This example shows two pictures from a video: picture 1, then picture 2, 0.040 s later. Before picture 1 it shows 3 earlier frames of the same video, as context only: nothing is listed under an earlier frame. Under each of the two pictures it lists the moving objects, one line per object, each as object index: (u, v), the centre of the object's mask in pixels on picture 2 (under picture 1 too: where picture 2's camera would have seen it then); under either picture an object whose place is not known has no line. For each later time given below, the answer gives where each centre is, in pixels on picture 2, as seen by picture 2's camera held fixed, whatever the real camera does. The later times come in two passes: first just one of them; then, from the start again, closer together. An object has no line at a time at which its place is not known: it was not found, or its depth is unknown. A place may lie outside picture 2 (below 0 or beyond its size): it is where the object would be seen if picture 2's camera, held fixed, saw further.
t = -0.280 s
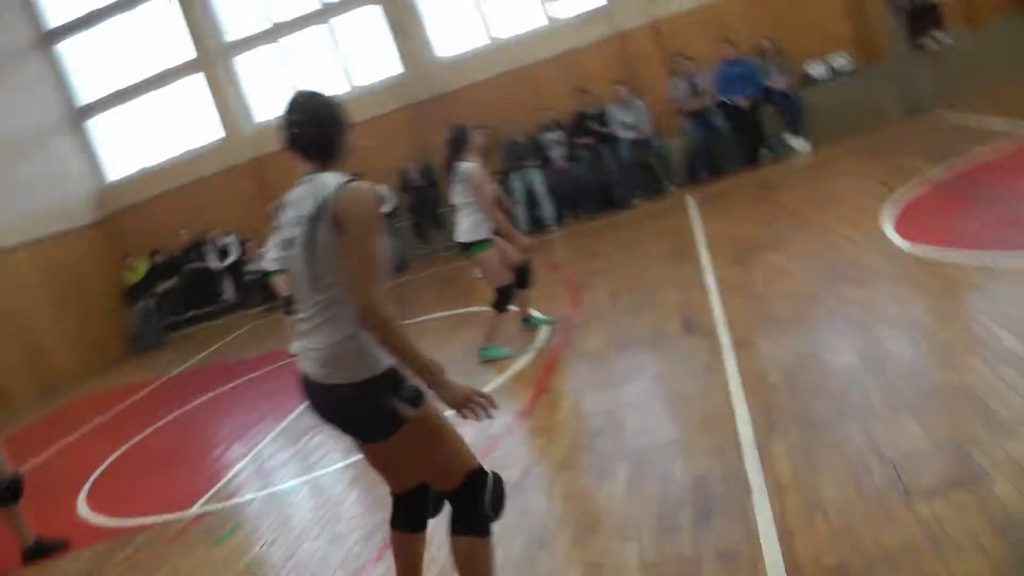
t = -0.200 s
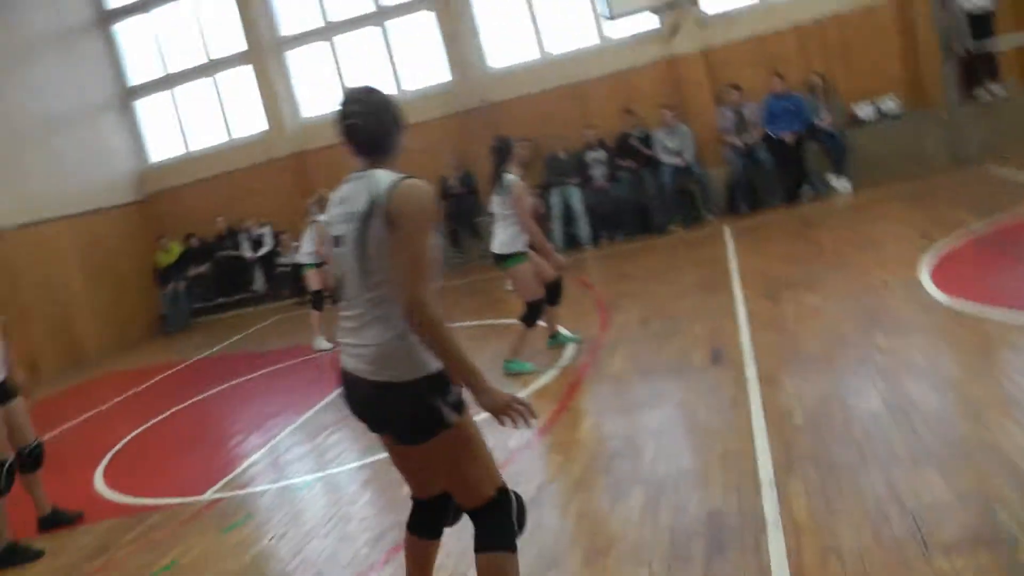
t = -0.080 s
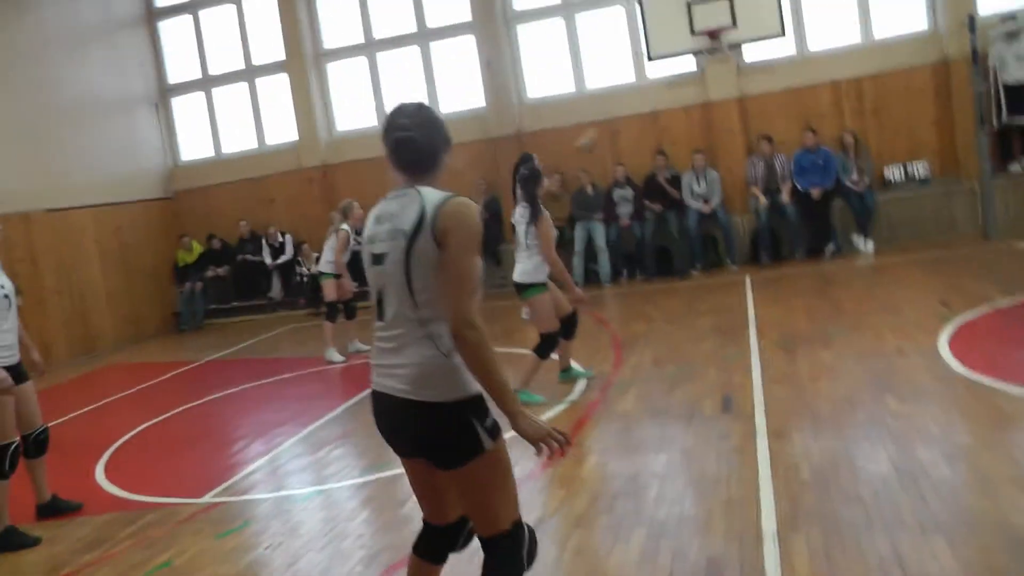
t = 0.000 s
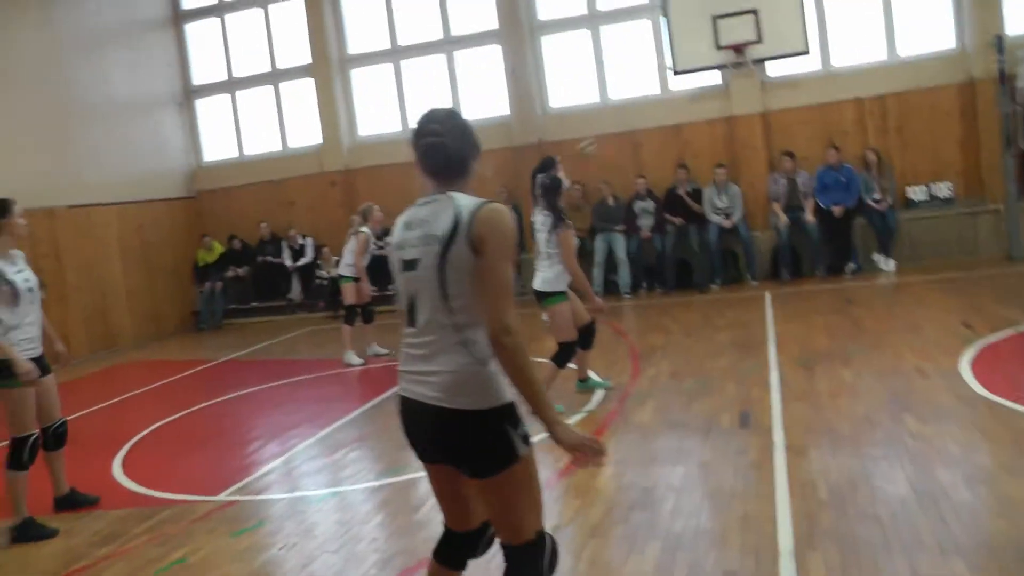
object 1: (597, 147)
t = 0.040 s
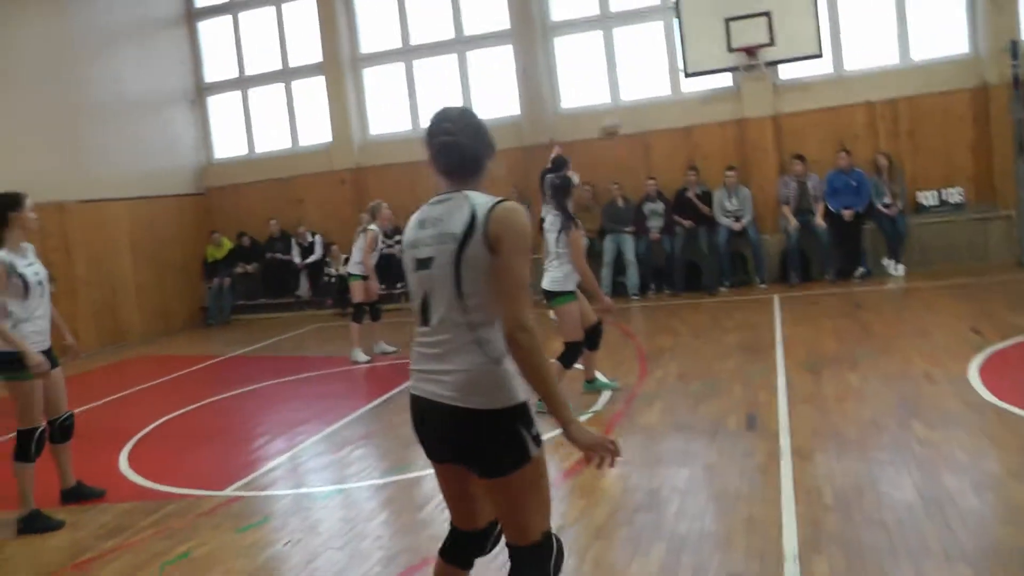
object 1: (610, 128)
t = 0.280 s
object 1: (694, 17)
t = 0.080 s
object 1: (619, 111)
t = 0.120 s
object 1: (633, 89)
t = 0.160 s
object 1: (647, 70)
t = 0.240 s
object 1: (678, 34)
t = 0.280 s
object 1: (694, 17)
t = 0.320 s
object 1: (710, 1)
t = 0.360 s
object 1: (727, -13)
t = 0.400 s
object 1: (747, -24)
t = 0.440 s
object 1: (760, -38)
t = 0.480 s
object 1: (777, -45)
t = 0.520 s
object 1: (797, -53)
